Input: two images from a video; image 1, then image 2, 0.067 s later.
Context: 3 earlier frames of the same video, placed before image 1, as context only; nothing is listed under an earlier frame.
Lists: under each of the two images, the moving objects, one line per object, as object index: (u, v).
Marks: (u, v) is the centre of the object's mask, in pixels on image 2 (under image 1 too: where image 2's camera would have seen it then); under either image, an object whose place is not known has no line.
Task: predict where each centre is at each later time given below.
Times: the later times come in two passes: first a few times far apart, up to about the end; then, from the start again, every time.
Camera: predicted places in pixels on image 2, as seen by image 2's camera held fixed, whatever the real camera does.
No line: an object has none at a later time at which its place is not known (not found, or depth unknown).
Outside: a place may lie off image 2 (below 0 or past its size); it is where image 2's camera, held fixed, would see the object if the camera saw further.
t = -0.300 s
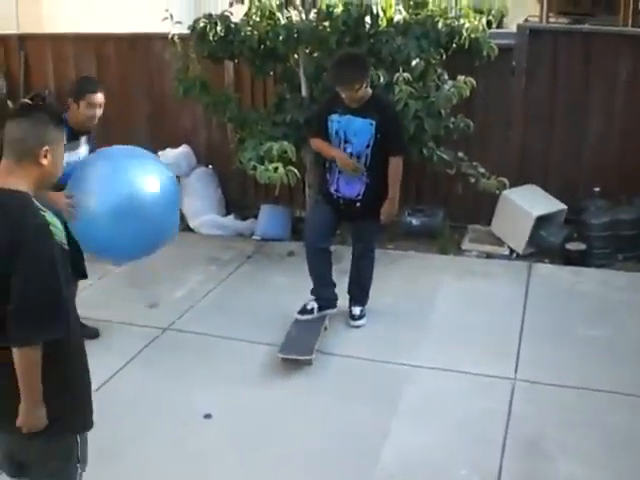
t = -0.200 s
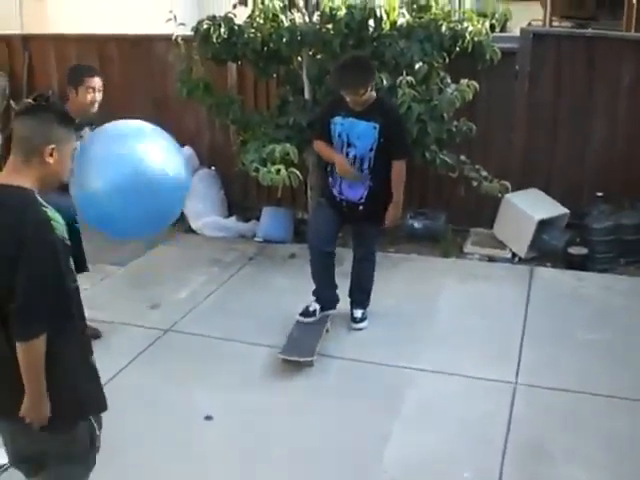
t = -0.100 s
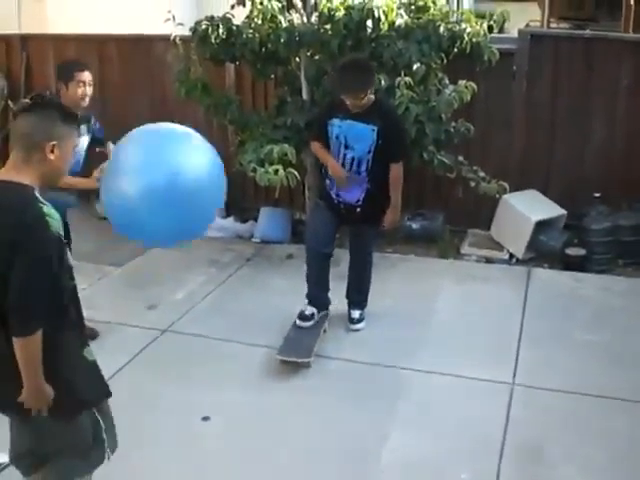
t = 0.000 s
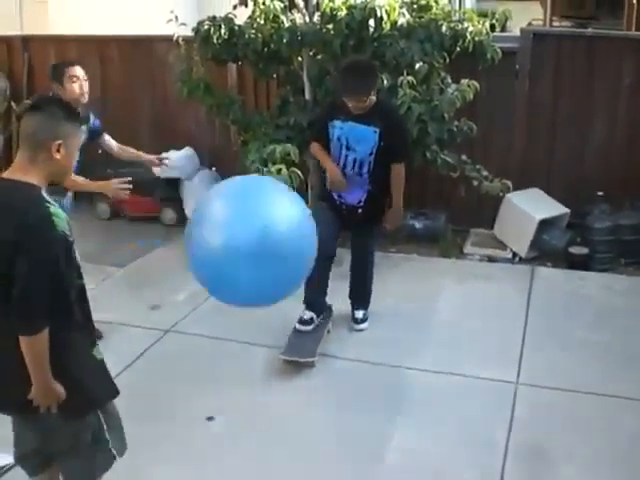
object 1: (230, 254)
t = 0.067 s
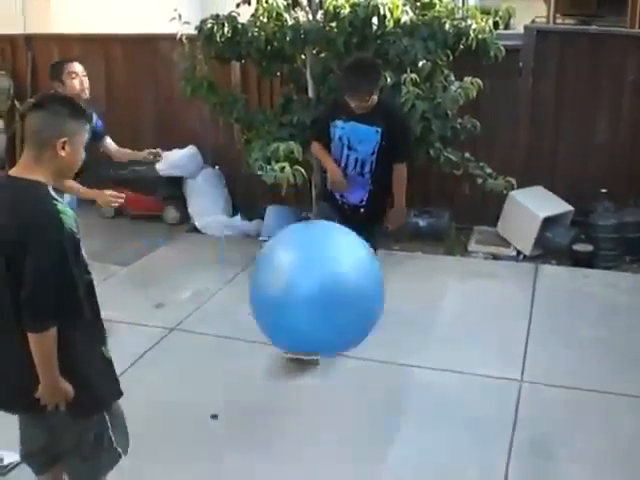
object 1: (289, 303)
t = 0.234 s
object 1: (436, 404)
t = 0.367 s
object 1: (531, 326)
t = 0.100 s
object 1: (323, 333)
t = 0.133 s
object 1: (357, 366)
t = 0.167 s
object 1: (390, 398)
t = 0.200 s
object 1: (414, 422)
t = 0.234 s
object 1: (436, 404)
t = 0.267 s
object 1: (458, 388)
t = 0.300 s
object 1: (472, 369)
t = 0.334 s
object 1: (496, 351)
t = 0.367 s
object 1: (531, 326)
